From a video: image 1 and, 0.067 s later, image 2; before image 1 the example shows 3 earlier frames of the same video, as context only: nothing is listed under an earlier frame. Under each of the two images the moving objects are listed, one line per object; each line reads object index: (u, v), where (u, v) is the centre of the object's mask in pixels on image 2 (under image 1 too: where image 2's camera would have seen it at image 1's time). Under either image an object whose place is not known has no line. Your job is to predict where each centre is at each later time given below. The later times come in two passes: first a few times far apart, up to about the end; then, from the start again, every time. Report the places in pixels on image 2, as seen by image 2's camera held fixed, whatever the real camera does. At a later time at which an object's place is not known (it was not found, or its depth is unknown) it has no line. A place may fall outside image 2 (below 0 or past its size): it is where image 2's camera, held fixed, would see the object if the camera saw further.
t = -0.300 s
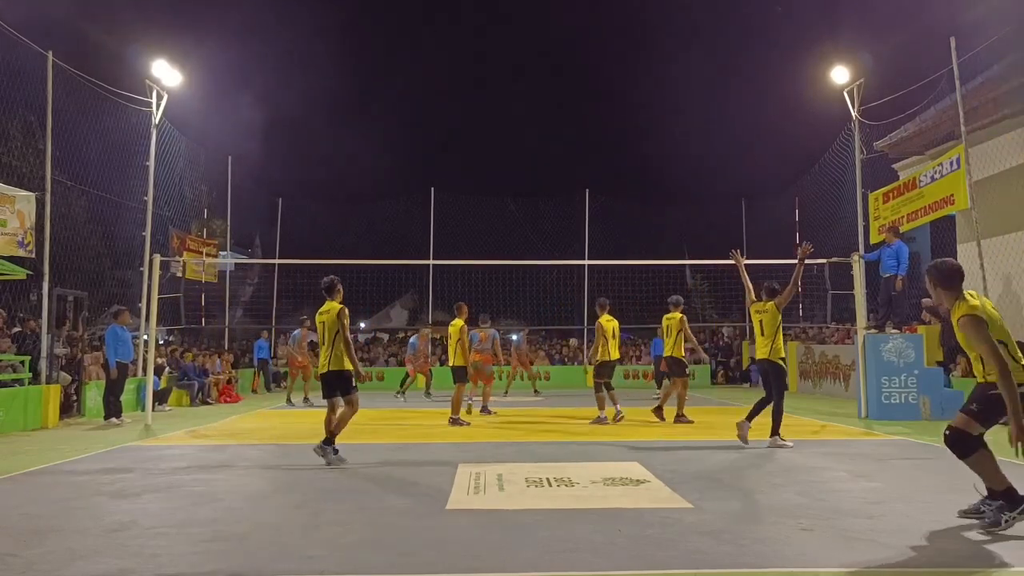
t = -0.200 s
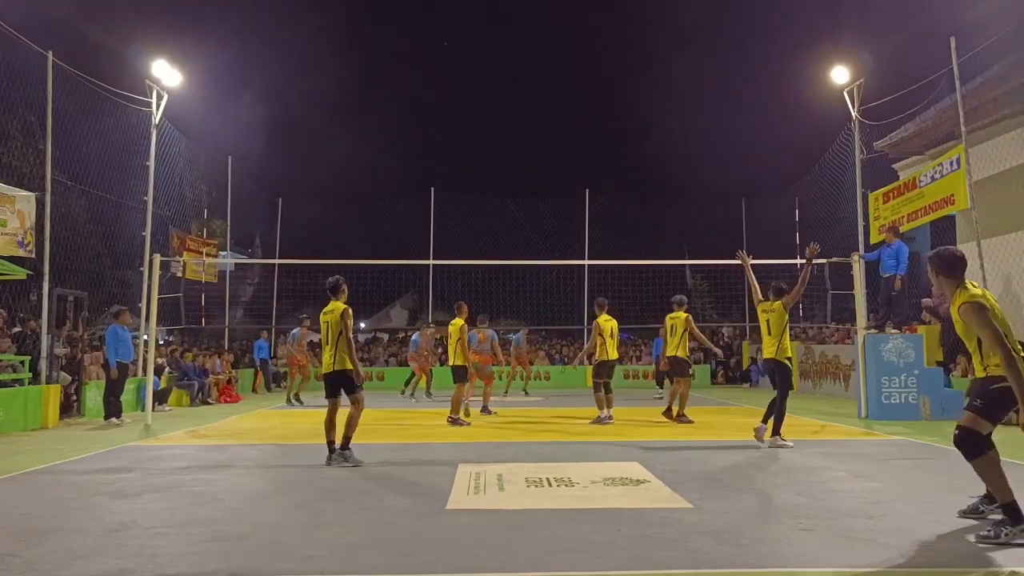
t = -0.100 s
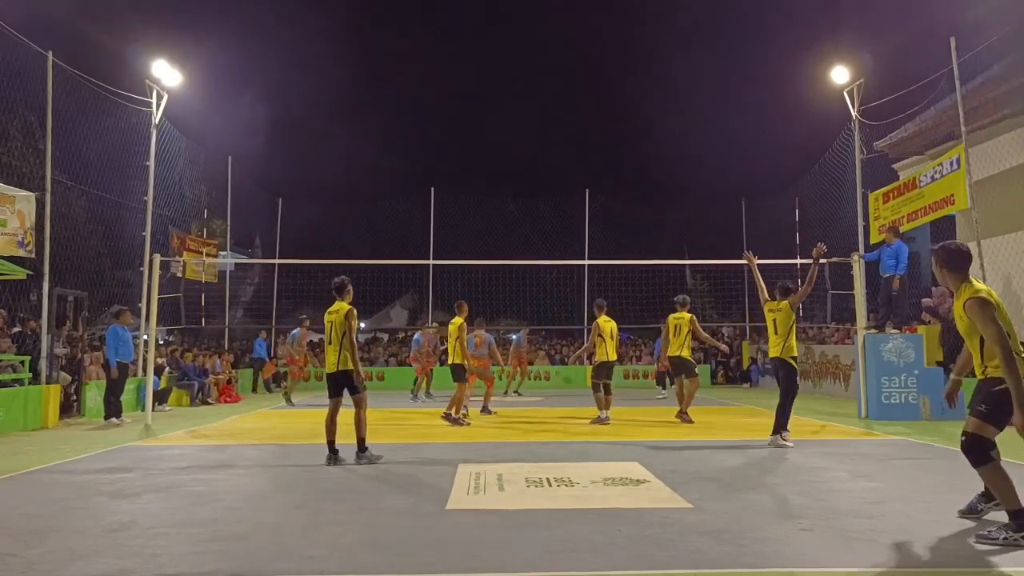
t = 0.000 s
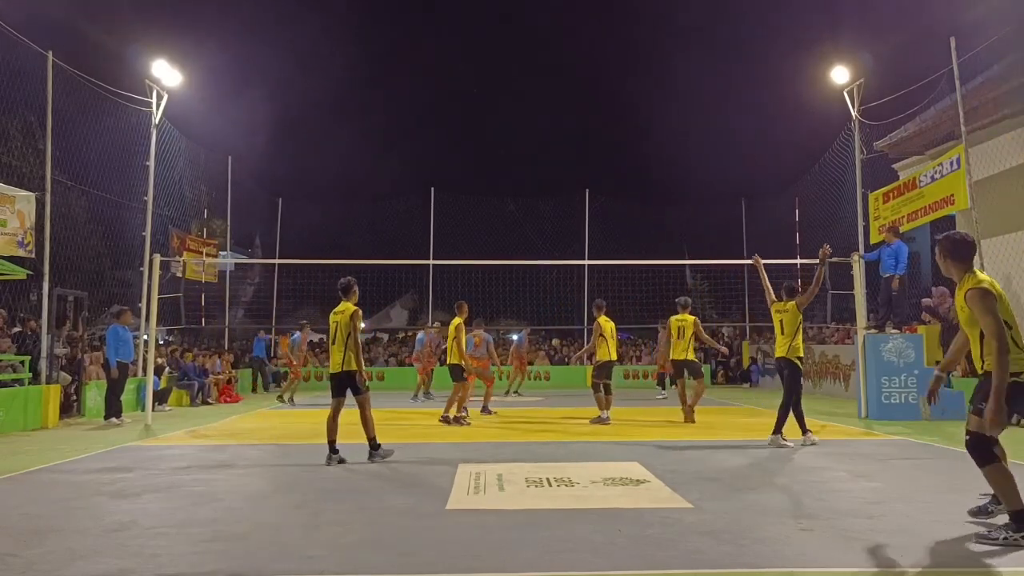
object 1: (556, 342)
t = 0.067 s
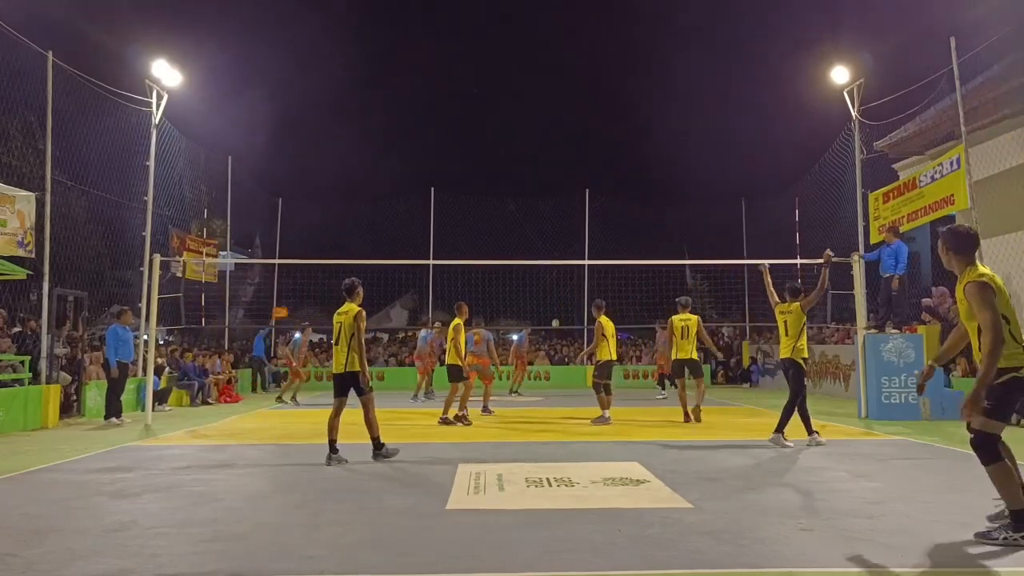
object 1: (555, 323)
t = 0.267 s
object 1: (555, 272)
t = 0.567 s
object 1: (554, 209)
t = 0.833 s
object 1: (553, 173)
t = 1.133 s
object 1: (551, 162)
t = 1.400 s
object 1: (548, 183)
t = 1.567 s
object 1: (546, 214)
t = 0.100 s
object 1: (555, 314)
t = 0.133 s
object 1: (555, 306)
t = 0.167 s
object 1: (555, 297)
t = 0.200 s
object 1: (555, 288)
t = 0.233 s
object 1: (555, 279)
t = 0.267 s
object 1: (555, 272)
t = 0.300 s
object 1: (555, 266)
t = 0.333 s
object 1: (555, 255)
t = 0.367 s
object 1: (555, 249)
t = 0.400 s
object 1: (555, 242)
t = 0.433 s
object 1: (555, 234)
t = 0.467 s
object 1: (555, 227)
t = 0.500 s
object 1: (555, 221)
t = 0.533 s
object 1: (555, 215)
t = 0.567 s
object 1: (554, 209)
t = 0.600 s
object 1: (554, 203)
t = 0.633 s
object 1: (554, 198)
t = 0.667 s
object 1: (554, 193)
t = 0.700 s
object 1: (554, 188)
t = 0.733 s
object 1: (554, 184)
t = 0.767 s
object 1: (554, 180)
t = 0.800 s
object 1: (554, 177)
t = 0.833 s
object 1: (553, 173)
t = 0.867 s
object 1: (553, 170)
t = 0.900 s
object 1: (553, 168)
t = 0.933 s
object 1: (552, 166)
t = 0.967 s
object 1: (552, 164)
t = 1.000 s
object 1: (552, 162)
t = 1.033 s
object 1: (552, 162)
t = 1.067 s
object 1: (551, 161)
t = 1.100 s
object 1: (551, 161)
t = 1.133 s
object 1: (551, 162)
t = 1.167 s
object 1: (551, 163)
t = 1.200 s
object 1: (550, 164)
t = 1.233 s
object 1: (550, 166)
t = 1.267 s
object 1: (550, 168)
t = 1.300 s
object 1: (549, 171)
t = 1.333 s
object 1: (549, 174)
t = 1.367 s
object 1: (549, 178)
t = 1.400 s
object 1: (548, 183)
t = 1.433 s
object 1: (548, 188)
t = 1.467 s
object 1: (547, 193)
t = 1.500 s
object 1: (547, 200)
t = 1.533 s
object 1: (547, 207)
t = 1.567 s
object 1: (546, 214)
